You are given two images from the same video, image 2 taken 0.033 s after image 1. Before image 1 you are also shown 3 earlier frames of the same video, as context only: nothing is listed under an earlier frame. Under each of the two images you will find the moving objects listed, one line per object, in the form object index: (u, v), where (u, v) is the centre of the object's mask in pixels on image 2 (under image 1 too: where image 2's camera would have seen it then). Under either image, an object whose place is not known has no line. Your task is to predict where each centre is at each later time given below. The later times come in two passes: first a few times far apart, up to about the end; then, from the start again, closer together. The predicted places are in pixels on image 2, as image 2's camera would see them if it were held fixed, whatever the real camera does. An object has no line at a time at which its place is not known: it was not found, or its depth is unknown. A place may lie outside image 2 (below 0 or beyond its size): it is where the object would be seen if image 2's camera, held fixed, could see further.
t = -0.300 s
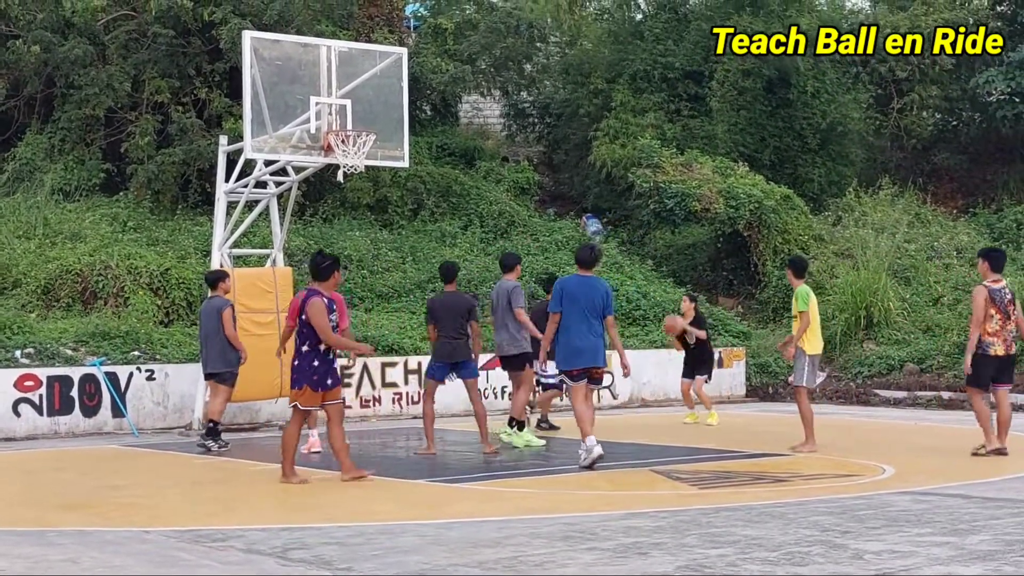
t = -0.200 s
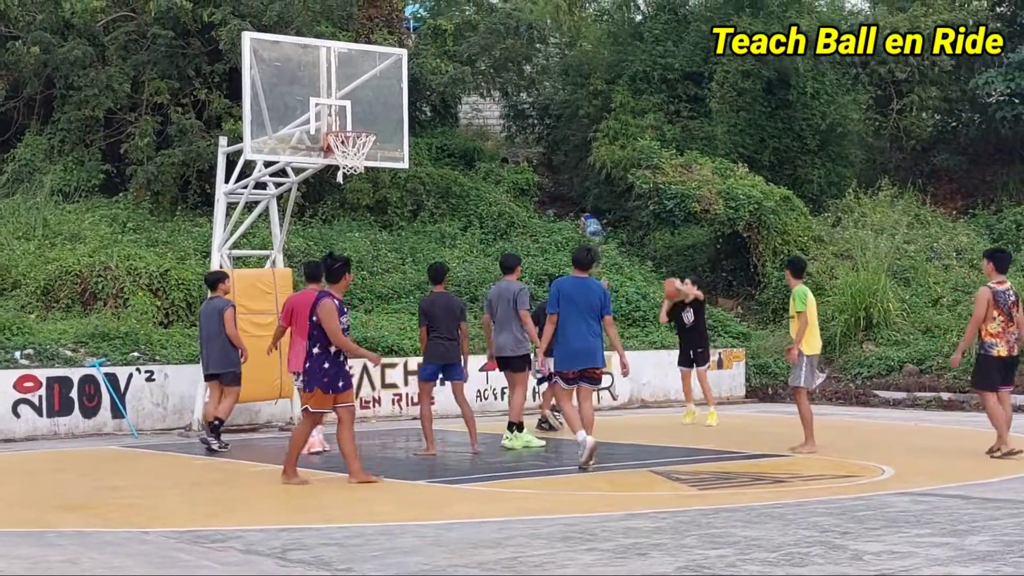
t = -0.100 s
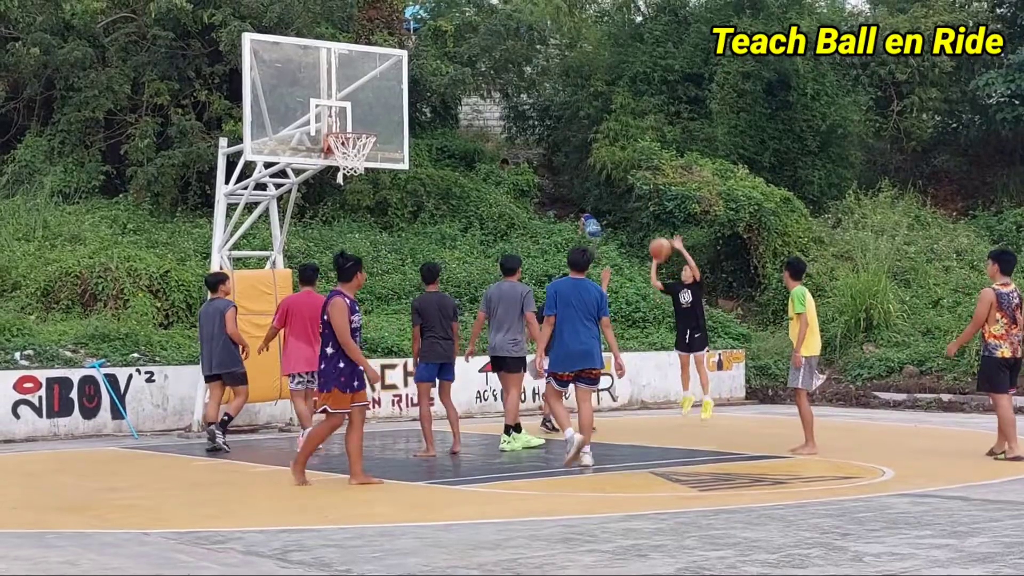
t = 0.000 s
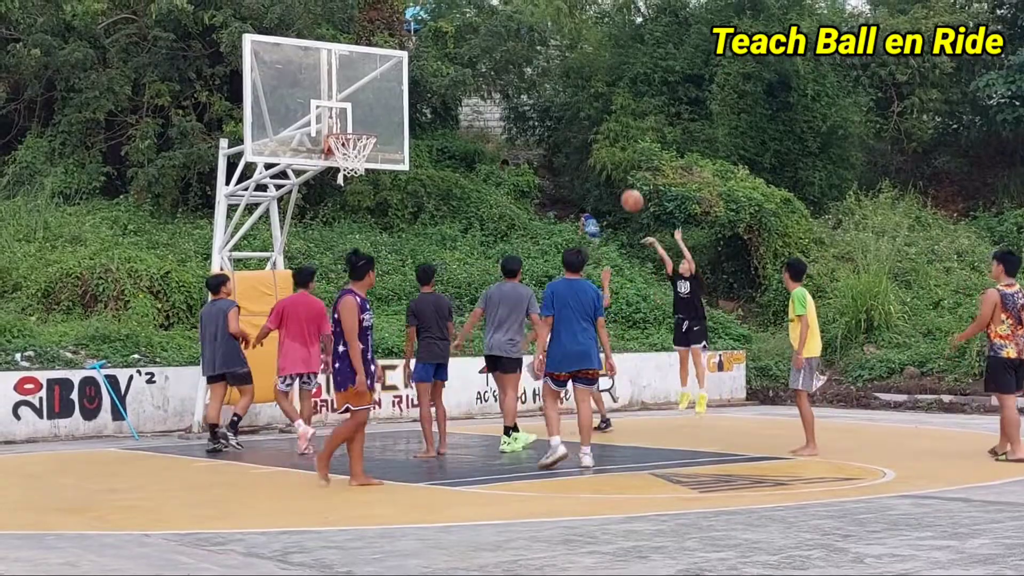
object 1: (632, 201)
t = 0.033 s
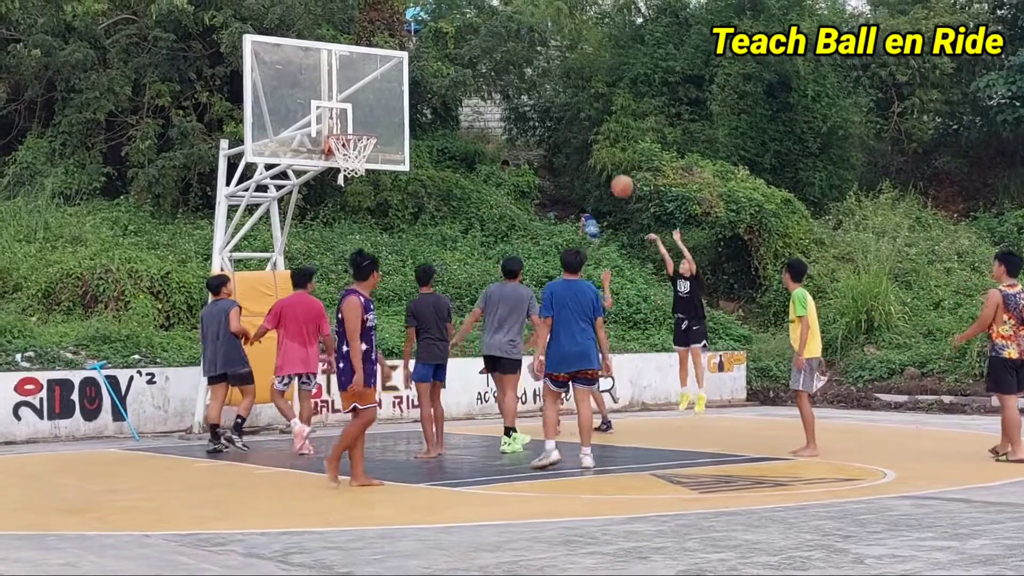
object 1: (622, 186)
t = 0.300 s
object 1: (538, 100)
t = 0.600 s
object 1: (438, 77)
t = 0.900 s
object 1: (345, 129)
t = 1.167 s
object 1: (350, 122)
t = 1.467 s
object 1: (334, 150)
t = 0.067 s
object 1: (612, 173)
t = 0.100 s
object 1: (601, 160)
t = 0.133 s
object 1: (591, 148)
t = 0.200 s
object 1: (569, 127)
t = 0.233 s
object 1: (559, 117)
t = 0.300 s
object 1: (538, 100)
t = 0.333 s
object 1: (526, 94)
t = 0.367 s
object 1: (516, 89)
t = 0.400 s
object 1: (504, 84)
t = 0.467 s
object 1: (483, 78)
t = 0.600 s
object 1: (438, 77)
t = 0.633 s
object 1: (427, 79)
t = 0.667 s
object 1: (415, 82)
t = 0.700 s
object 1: (403, 87)
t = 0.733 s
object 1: (392, 93)
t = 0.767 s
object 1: (380, 99)
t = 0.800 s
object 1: (369, 107)
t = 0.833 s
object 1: (357, 117)
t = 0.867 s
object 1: (344, 126)
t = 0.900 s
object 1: (345, 129)
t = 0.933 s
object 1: (352, 129)
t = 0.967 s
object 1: (357, 128)
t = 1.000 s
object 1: (356, 127)
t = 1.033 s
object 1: (356, 125)
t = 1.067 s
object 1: (356, 124)
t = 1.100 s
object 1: (353, 125)
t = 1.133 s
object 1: (351, 123)
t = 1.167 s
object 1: (350, 122)
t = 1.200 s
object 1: (350, 122)
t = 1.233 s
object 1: (348, 123)
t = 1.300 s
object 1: (345, 127)
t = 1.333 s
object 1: (343, 129)
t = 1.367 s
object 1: (343, 131)
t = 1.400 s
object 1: (344, 137)
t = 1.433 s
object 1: (336, 148)
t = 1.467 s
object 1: (334, 150)
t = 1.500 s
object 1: (338, 149)
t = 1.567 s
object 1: (342, 171)
